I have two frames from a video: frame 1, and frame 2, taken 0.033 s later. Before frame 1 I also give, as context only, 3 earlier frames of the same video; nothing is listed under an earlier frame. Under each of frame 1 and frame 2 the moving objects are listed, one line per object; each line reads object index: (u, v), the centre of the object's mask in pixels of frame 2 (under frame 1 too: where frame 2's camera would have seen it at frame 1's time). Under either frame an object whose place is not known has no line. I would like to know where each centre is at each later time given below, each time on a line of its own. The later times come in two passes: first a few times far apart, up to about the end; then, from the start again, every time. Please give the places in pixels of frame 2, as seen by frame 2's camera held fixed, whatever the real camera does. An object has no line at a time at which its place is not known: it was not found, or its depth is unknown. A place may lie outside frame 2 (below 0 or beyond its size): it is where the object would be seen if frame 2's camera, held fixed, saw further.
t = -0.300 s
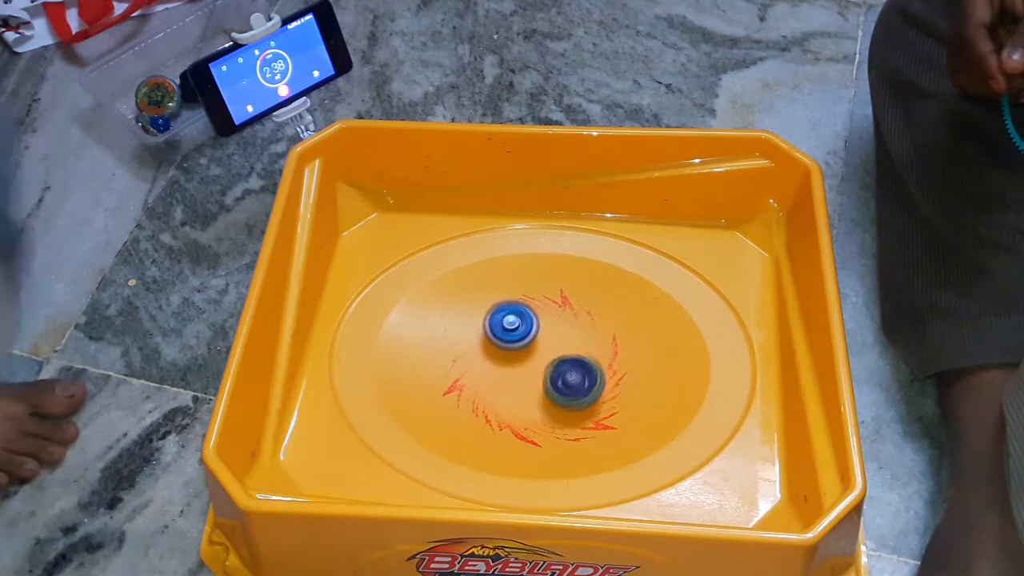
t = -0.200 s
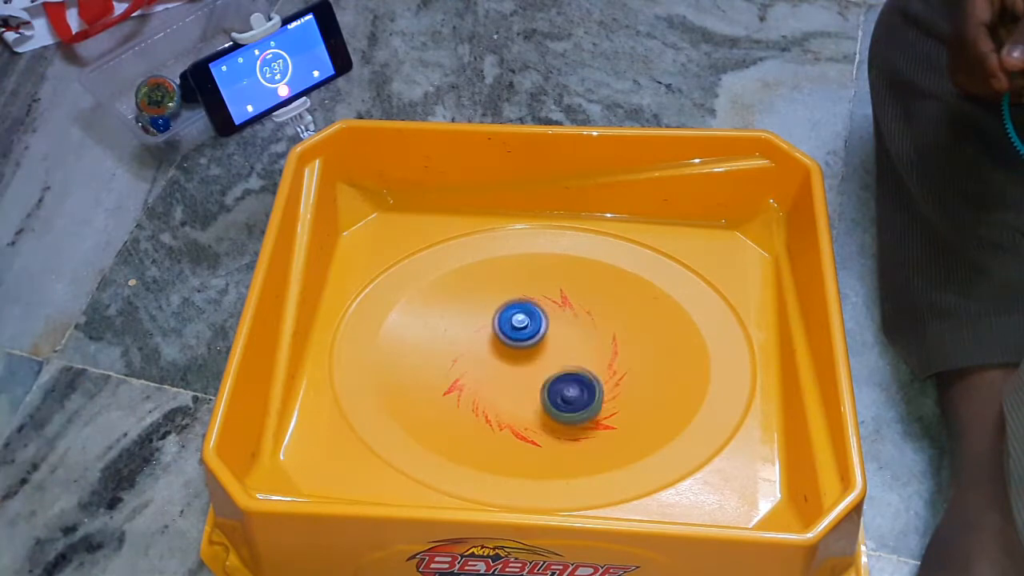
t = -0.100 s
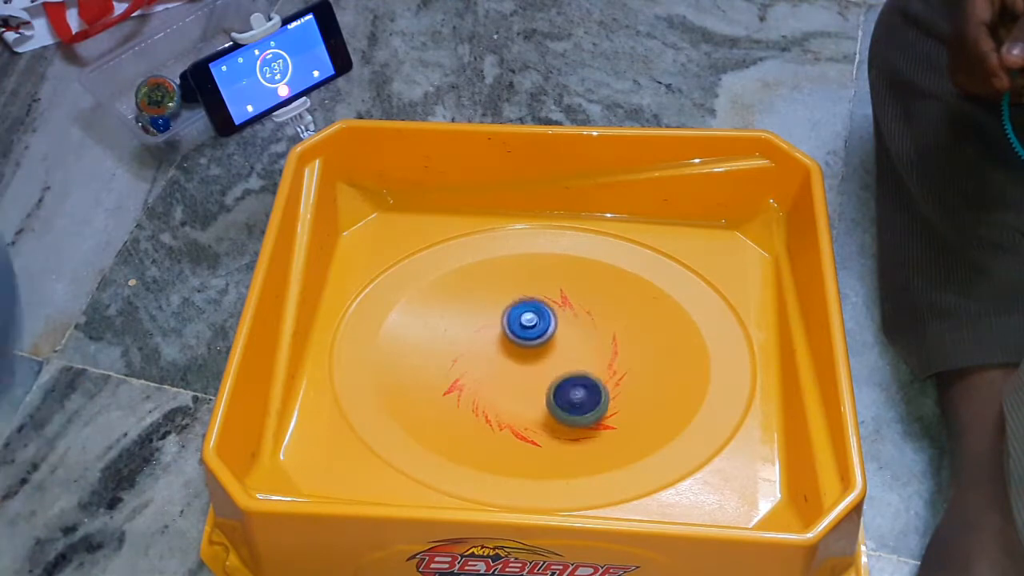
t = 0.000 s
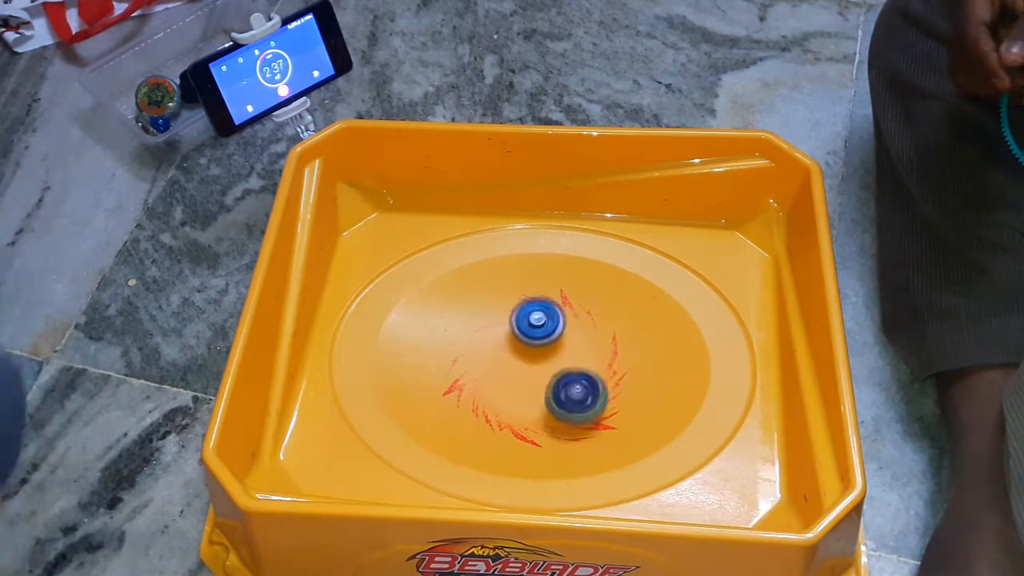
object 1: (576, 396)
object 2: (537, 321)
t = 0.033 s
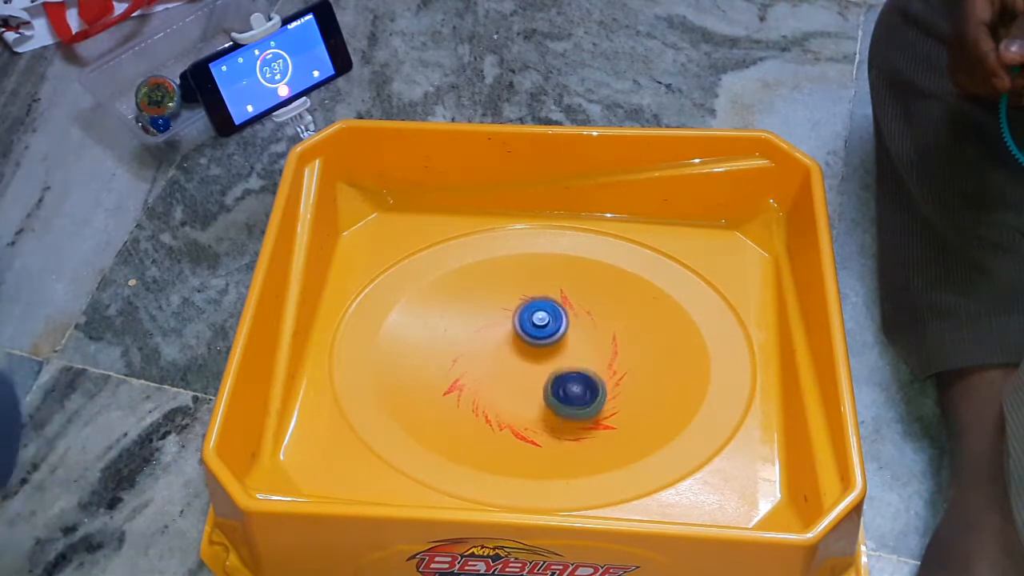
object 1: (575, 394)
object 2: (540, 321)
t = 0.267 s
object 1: (556, 379)
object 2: (560, 321)
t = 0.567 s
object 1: (514, 359)
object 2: (574, 326)
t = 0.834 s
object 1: (488, 367)
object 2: (584, 339)
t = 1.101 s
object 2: (588, 354)
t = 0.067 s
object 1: (573, 393)
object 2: (543, 320)
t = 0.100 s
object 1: (570, 391)
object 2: (546, 321)
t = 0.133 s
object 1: (567, 389)
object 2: (549, 321)
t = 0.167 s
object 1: (564, 386)
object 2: (551, 321)
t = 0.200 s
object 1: (562, 385)
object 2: (554, 321)
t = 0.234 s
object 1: (559, 383)
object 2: (557, 321)
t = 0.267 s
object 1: (556, 379)
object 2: (560, 321)
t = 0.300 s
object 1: (553, 376)
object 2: (562, 321)
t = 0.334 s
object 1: (549, 373)
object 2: (565, 322)
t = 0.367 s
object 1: (544, 370)
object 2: (567, 322)
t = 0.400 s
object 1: (540, 367)
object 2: (570, 322)
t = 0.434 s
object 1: (535, 364)
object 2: (571, 323)
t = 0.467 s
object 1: (530, 363)
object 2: (572, 323)
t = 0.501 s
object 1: (525, 361)
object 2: (573, 324)
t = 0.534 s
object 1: (519, 360)
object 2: (574, 324)
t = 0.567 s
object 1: (514, 359)
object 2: (574, 326)
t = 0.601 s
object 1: (508, 359)
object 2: (575, 327)
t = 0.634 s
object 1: (504, 359)
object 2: (577, 328)
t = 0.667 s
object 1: (500, 360)
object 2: (578, 330)
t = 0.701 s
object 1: (495, 361)
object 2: (579, 332)
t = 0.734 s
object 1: (492, 363)
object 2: (580, 334)
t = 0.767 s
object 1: (490, 364)
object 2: (581, 336)
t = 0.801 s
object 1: (489, 366)
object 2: (582, 338)
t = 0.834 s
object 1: (488, 367)
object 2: (584, 339)
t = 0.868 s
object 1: (488, 368)
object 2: (584, 341)
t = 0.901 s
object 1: (488, 369)
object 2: (585, 343)
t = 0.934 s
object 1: (488, 369)
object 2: (586, 345)
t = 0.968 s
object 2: (586, 347)
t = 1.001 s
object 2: (587, 349)
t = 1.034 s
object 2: (587, 350)
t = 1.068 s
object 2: (588, 352)
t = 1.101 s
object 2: (588, 354)
